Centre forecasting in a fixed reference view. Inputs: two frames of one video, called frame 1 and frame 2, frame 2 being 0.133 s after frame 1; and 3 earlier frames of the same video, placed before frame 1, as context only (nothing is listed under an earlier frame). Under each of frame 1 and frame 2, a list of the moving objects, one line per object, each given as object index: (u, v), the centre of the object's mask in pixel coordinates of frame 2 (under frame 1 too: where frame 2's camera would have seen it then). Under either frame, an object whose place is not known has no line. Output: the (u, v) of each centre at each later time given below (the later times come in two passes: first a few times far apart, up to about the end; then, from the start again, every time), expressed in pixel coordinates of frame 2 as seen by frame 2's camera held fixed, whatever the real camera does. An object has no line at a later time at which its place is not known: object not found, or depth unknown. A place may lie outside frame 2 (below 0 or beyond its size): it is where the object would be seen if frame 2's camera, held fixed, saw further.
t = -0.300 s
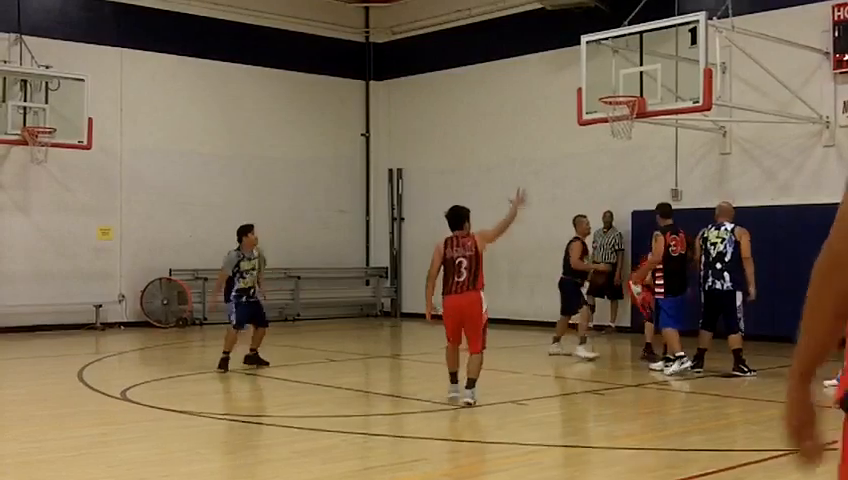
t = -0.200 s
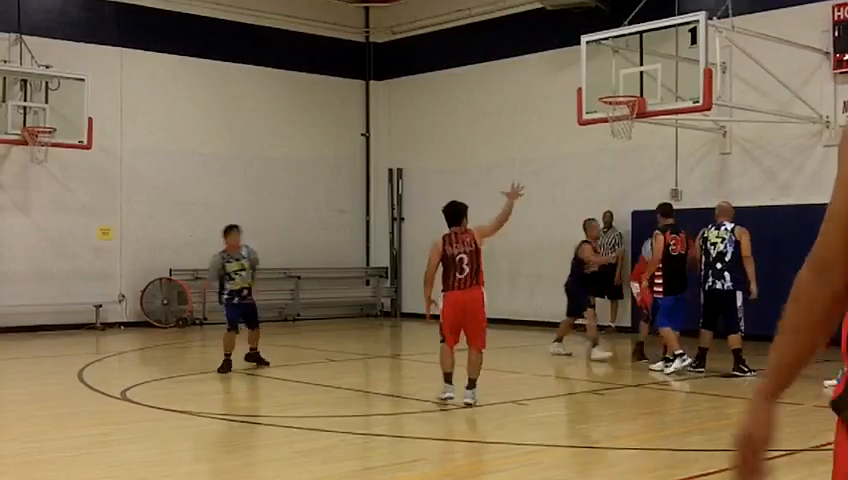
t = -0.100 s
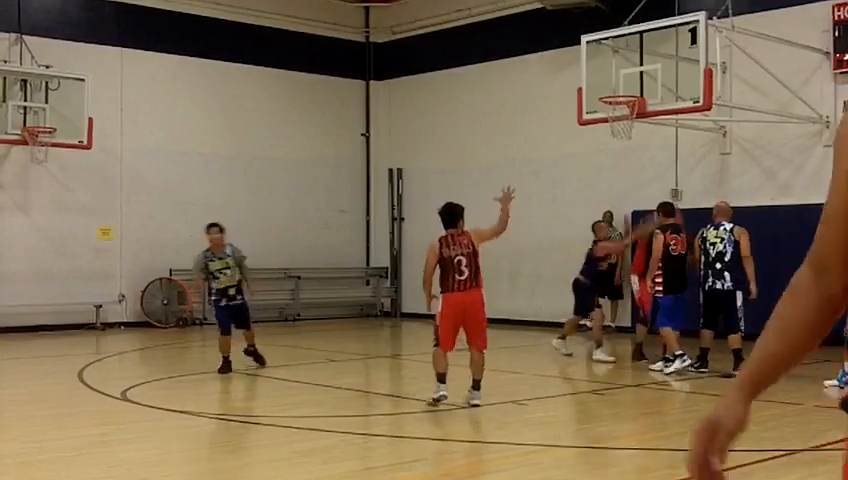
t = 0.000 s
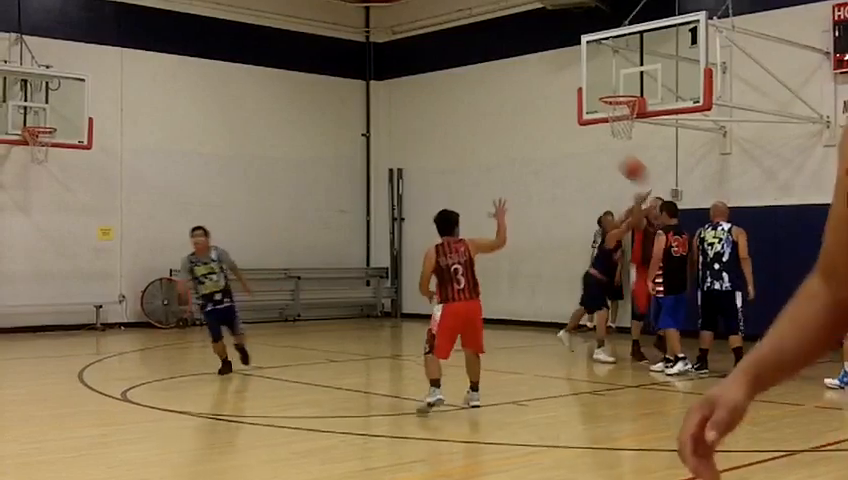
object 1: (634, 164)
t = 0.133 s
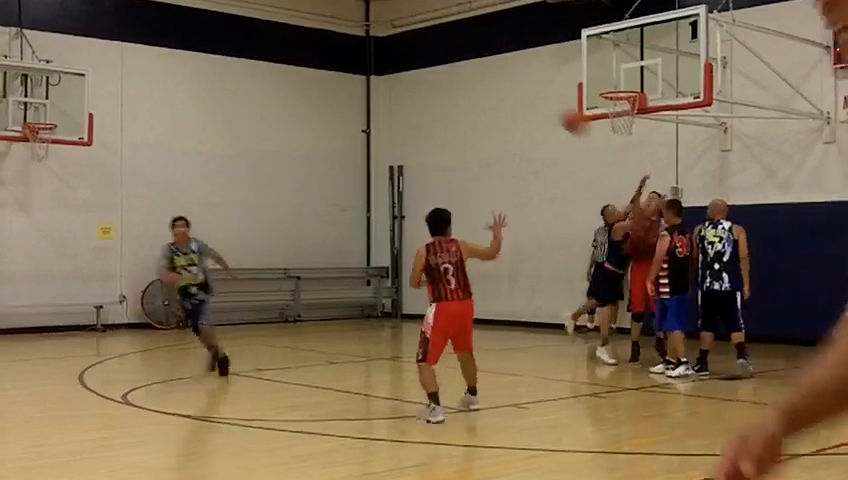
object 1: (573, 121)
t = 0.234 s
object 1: (521, 94)
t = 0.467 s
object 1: (369, 62)
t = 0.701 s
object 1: (154, 106)
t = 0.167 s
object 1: (557, 111)
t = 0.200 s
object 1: (540, 102)
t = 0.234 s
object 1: (521, 94)
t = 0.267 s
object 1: (504, 87)
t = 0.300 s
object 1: (484, 80)
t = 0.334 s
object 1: (463, 75)
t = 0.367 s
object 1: (439, 68)
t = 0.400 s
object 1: (417, 65)
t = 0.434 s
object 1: (394, 63)
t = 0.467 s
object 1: (369, 62)
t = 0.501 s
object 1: (345, 63)
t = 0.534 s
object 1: (316, 64)
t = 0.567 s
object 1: (288, 69)
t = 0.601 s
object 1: (259, 77)
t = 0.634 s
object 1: (225, 83)
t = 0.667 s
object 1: (190, 94)
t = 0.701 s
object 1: (154, 106)
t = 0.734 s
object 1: (118, 119)
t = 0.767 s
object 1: (77, 137)
